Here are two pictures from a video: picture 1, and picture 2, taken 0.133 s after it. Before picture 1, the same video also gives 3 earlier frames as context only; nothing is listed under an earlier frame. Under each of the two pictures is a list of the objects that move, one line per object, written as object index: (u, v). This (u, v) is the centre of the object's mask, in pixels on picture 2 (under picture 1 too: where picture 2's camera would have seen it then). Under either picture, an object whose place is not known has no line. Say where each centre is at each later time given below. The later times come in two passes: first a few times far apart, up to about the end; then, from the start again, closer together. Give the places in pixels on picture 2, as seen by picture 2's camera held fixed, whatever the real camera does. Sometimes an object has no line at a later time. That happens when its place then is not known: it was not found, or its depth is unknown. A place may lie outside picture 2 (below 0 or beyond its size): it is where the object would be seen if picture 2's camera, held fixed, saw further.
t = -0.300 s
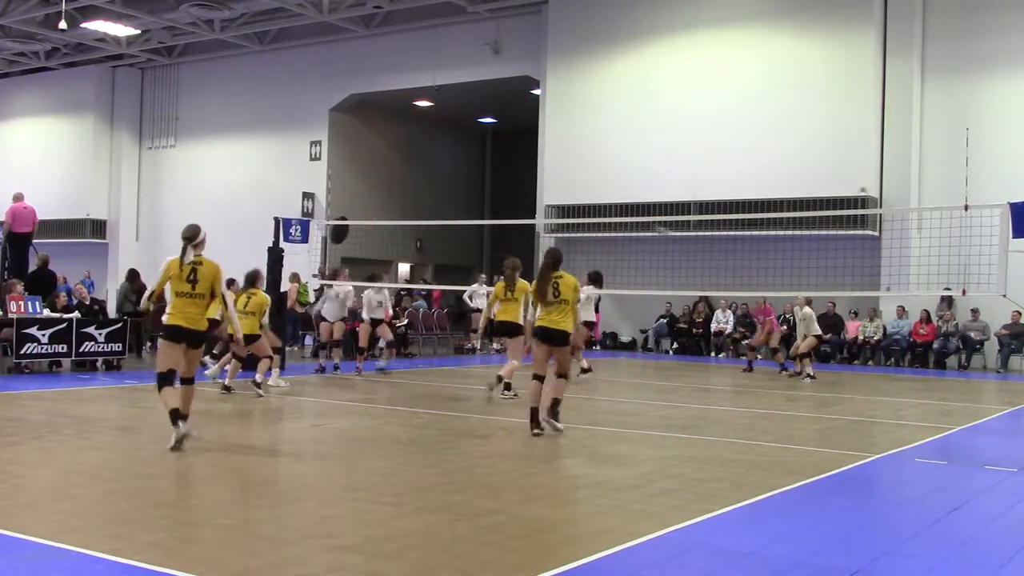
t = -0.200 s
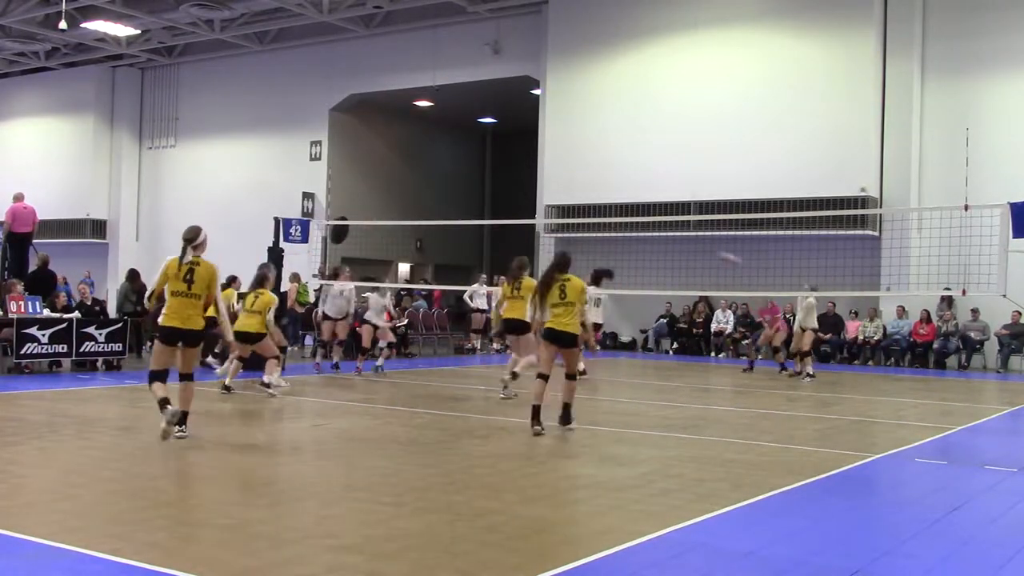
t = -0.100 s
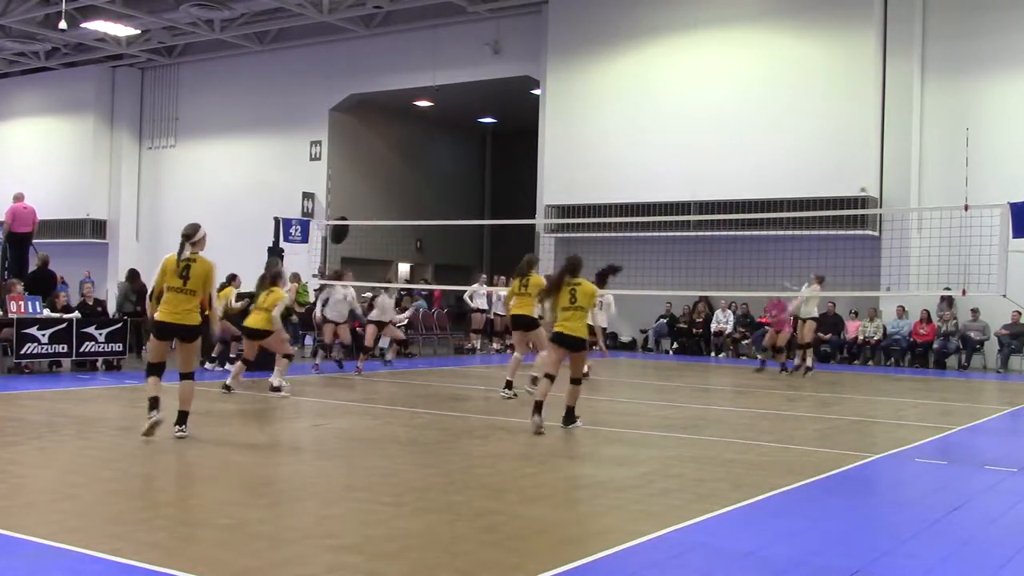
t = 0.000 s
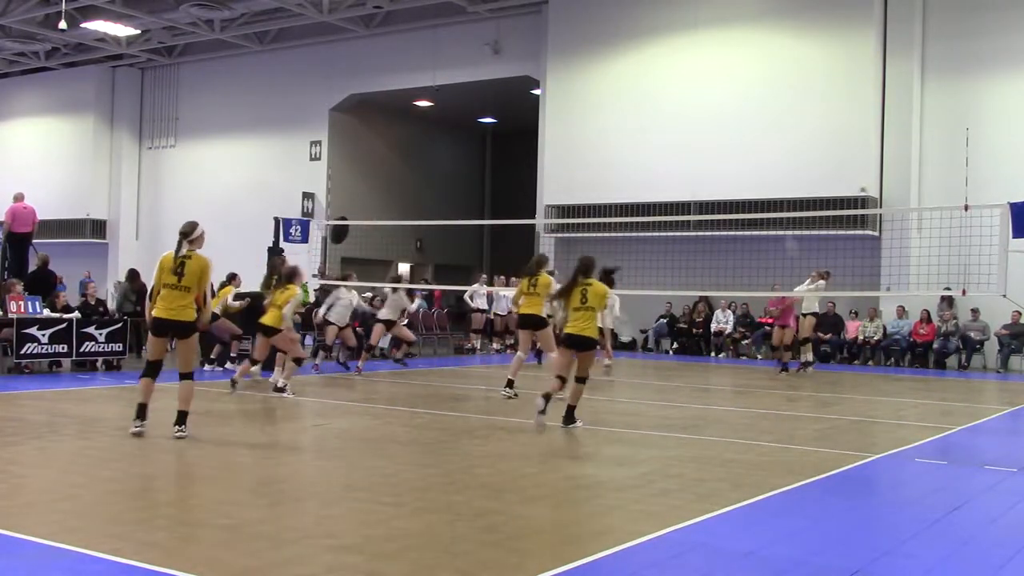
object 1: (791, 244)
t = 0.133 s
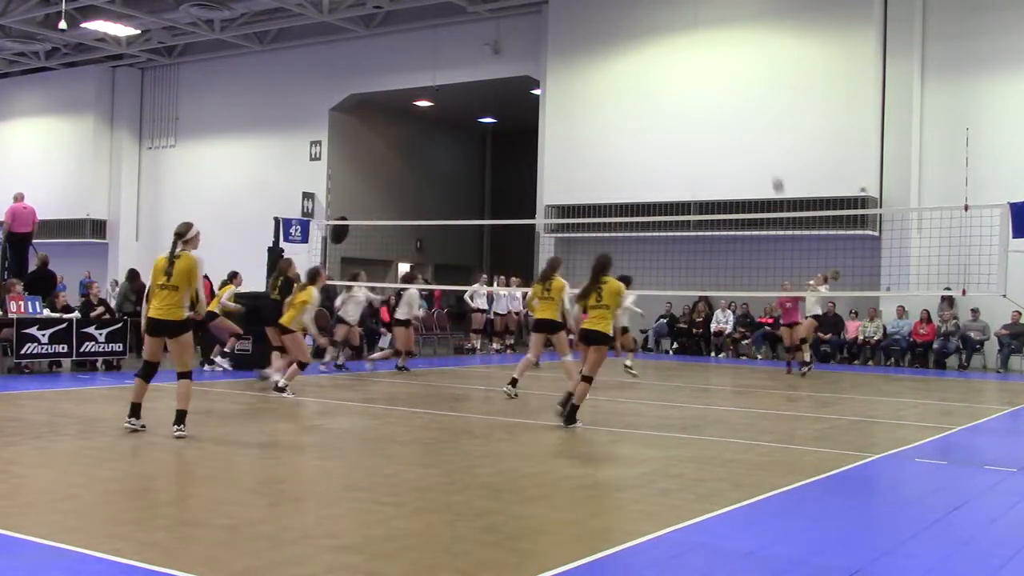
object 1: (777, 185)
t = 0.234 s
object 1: (770, 145)
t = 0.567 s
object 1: (744, 61)
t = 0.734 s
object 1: (732, 44)
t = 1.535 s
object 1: (671, 169)
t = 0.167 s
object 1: (774, 171)
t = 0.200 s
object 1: (772, 159)
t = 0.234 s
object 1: (770, 145)
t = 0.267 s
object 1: (767, 135)
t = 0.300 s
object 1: (765, 123)
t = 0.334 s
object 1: (762, 113)
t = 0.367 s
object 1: (759, 104)
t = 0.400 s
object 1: (757, 95)
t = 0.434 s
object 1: (754, 87)
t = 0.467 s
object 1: (752, 80)
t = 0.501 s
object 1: (749, 73)
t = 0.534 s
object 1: (747, 67)
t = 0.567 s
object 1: (744, 61)
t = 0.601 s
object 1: (742, 57)
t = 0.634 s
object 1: (739, 52)
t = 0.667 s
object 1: (737, 49)
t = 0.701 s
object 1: (735, 46)
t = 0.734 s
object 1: (732, 44)
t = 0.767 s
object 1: (729, 42)
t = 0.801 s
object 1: (727, 41)
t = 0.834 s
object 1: (725, 41)
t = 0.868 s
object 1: (722, 41)
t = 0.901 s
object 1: (720, 42)
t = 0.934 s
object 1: (717, 42)
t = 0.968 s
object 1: (715, 45)
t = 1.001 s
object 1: (713, 48)
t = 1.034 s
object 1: (710, 51)
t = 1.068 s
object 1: (707, 55)
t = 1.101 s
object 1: (705, 59)
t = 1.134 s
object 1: (702, 64)
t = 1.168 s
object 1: (700, 70)
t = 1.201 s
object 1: (697, 76)
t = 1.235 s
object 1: (695, 83)
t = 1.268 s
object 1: (692, 90)
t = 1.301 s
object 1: (690, 98)
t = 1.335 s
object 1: (687, 106)
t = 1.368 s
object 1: (684, 116)
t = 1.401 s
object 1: (682, 125)
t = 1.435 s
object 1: (680, 136)
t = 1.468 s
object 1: (676, 147)
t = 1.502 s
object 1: (673, 158)
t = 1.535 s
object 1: (671, 169)
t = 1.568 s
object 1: (669, 181)
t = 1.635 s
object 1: (662, 209)
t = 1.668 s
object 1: (660, 219)
